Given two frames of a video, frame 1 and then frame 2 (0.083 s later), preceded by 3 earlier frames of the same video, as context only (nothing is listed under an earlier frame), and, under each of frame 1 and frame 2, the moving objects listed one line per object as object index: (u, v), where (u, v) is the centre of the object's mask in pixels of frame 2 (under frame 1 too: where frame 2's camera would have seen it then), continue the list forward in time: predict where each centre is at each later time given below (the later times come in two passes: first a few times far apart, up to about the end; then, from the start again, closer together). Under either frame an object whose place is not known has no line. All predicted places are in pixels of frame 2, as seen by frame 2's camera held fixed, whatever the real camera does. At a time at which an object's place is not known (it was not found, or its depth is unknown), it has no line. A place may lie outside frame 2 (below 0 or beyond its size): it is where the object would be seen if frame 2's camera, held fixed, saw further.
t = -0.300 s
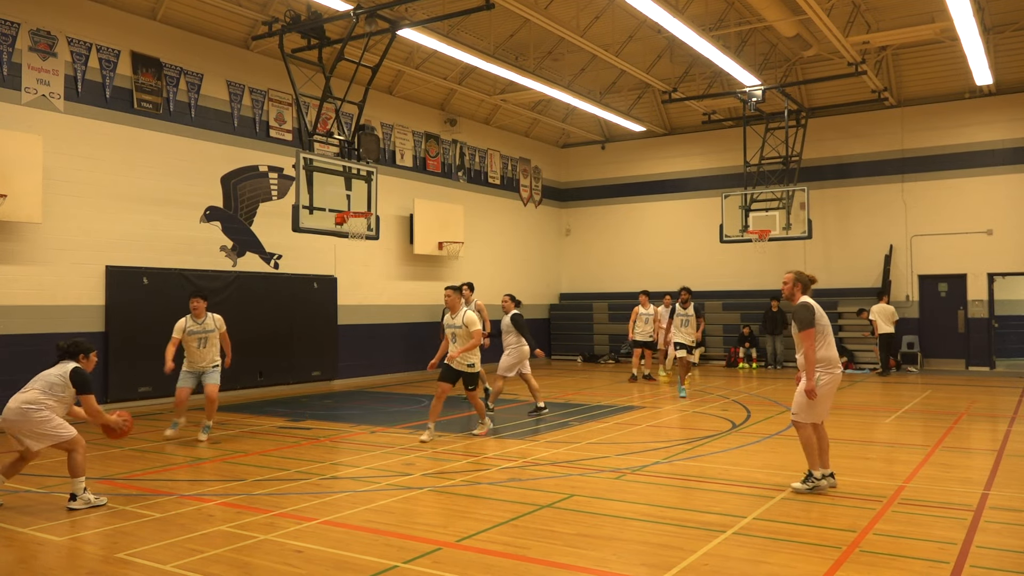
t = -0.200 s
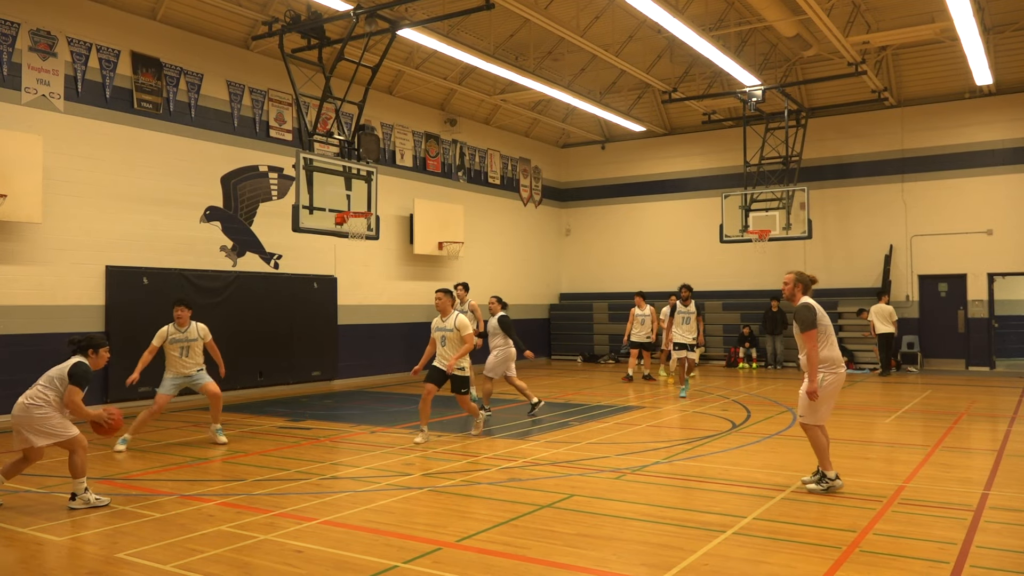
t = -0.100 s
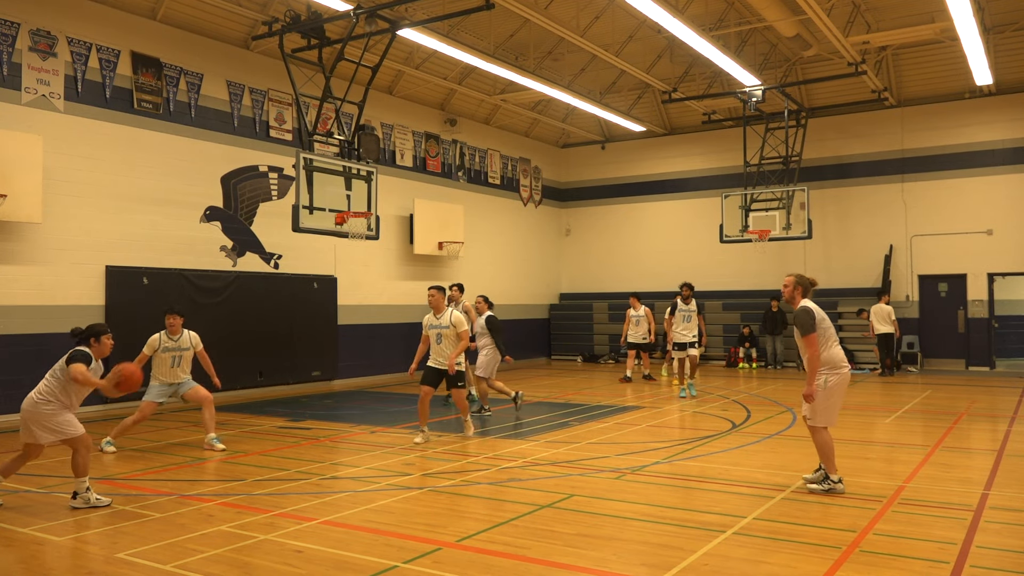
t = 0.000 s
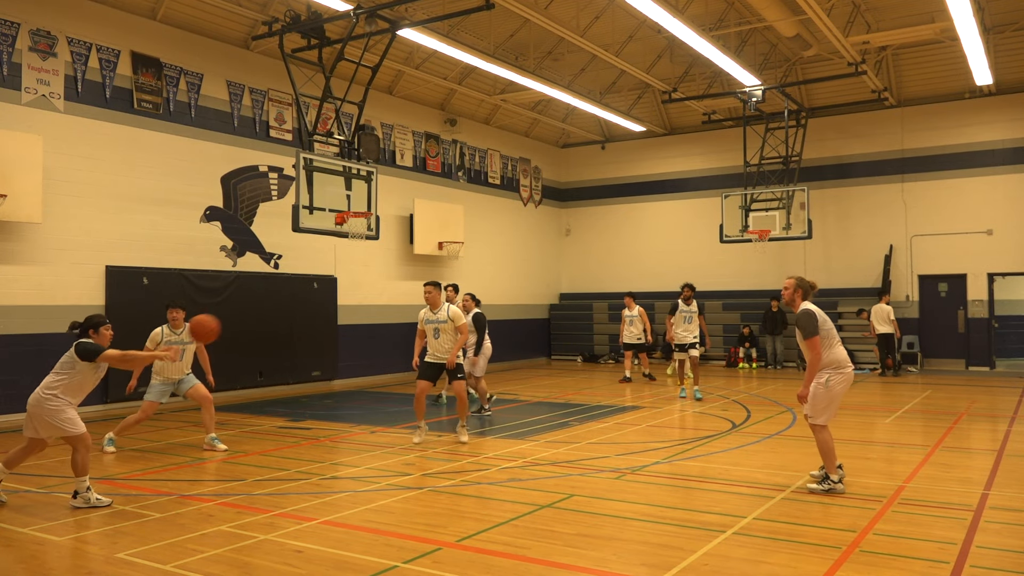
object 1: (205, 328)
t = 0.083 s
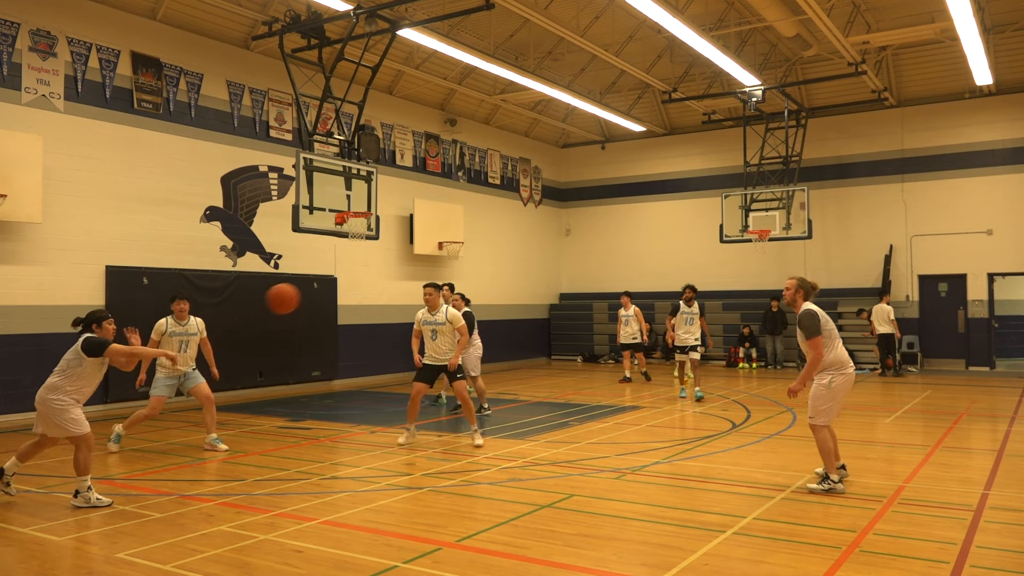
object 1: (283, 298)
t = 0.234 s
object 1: (423, 263)
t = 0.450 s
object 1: (619, 259)
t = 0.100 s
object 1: (299, 293)
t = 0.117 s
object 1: (315, 288)
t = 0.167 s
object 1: (361, 275)
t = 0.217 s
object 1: (408, 266)
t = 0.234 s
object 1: (423, 263)
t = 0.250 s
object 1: (438, 261)
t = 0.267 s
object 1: (453, 260)
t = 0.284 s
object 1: (469, 258)
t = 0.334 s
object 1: (514, 255)
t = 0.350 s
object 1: (530, 254)
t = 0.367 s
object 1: (545, 255)
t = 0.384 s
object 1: (560, 255)
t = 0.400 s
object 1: (575, 255)
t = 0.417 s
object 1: (589, 256)
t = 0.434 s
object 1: (604, 257)
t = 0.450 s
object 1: (619, 259)
